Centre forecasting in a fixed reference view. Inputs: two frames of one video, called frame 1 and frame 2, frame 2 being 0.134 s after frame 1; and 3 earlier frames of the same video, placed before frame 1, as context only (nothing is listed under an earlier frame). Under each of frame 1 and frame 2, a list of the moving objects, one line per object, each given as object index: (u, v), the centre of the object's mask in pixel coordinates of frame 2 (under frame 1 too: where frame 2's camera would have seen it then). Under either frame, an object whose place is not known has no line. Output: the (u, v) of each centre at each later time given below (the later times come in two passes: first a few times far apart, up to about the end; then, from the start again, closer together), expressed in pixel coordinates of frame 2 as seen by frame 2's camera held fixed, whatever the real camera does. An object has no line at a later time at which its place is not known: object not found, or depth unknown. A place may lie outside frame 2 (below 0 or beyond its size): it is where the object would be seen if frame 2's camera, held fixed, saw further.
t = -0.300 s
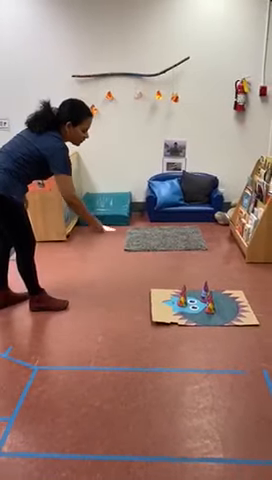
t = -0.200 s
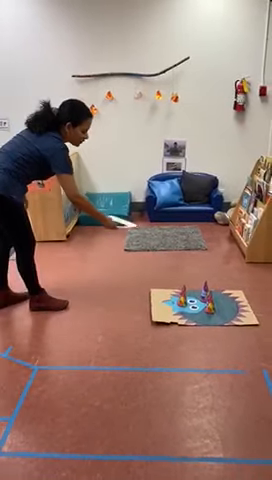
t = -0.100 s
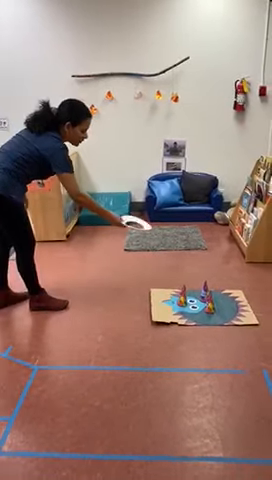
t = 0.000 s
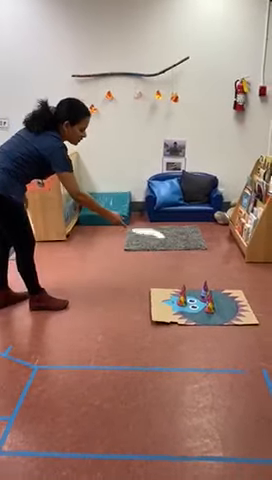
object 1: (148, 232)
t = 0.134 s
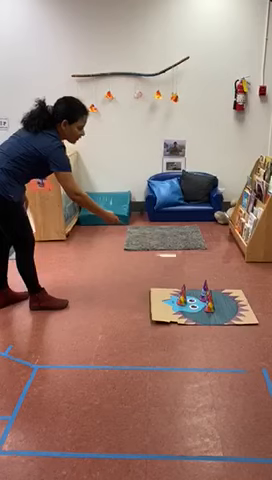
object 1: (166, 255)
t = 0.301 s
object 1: (183, 282)
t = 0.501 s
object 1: (183, 296)
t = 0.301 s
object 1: (183, 282)
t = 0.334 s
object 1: (184, 281)
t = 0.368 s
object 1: (184, 284)
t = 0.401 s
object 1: (185, 287)
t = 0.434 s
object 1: (185, 289)
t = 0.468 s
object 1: (184, 292)
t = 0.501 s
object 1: (183, 296)
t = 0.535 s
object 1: (187, 298)
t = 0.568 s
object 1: (178, 297)
